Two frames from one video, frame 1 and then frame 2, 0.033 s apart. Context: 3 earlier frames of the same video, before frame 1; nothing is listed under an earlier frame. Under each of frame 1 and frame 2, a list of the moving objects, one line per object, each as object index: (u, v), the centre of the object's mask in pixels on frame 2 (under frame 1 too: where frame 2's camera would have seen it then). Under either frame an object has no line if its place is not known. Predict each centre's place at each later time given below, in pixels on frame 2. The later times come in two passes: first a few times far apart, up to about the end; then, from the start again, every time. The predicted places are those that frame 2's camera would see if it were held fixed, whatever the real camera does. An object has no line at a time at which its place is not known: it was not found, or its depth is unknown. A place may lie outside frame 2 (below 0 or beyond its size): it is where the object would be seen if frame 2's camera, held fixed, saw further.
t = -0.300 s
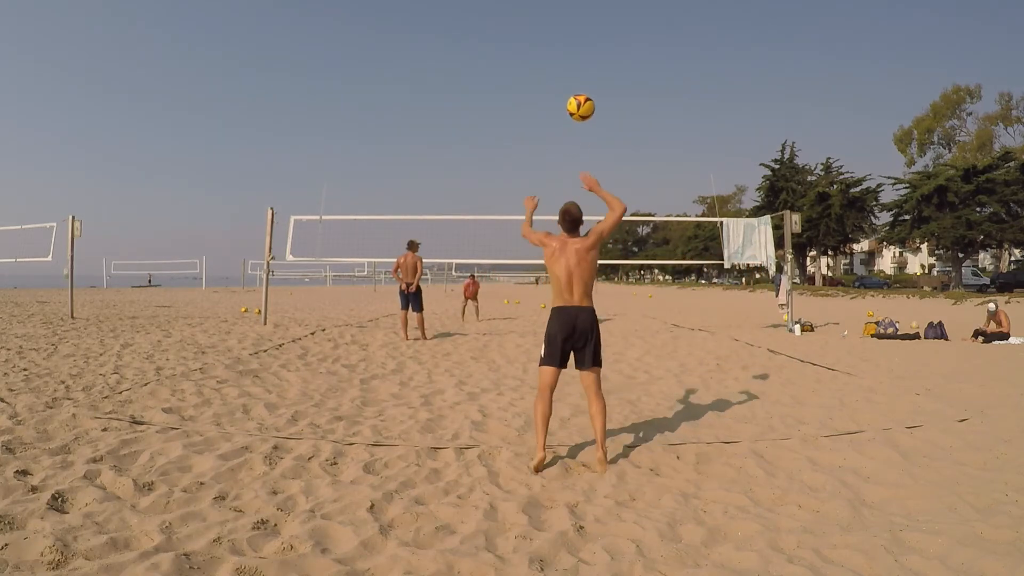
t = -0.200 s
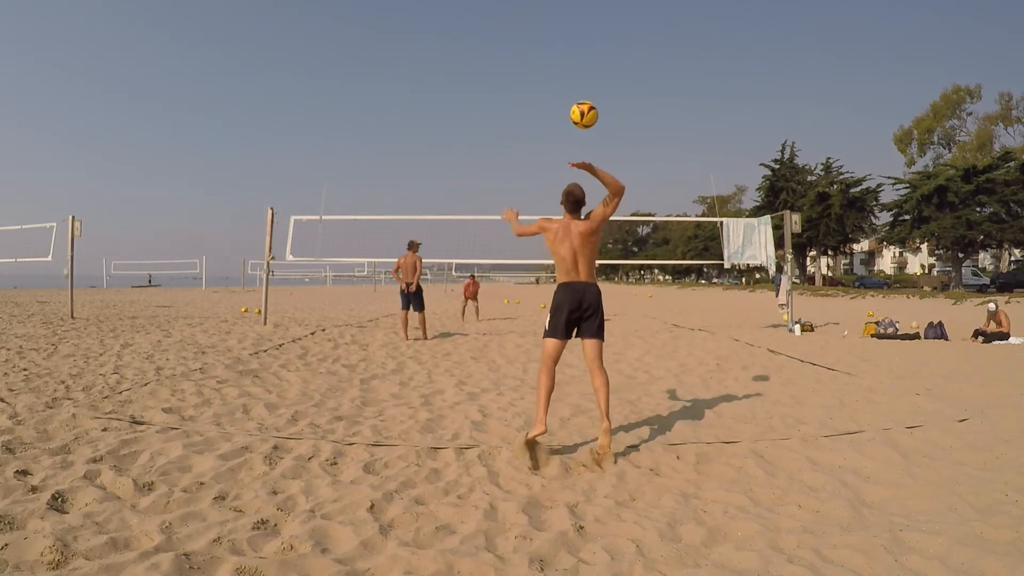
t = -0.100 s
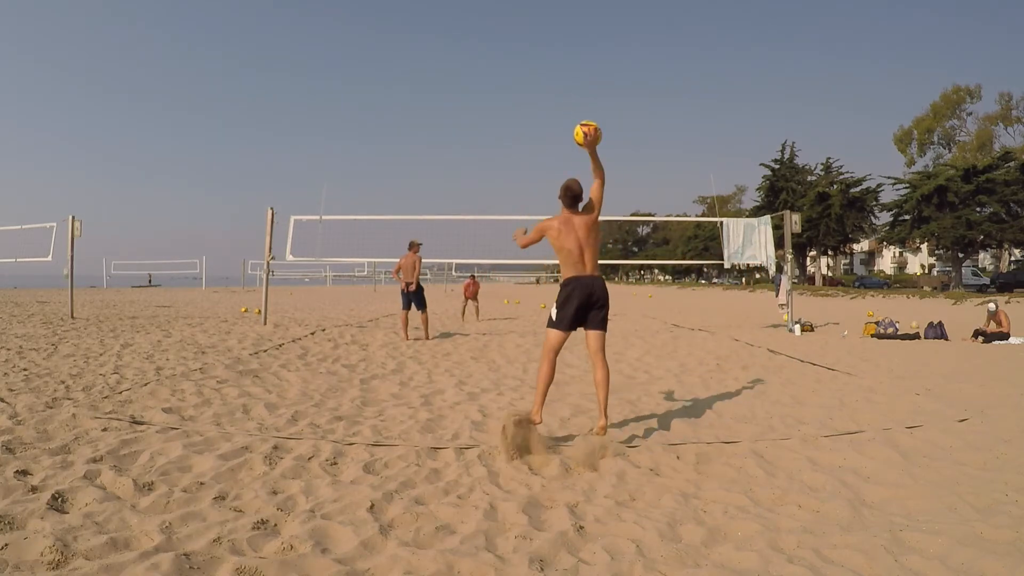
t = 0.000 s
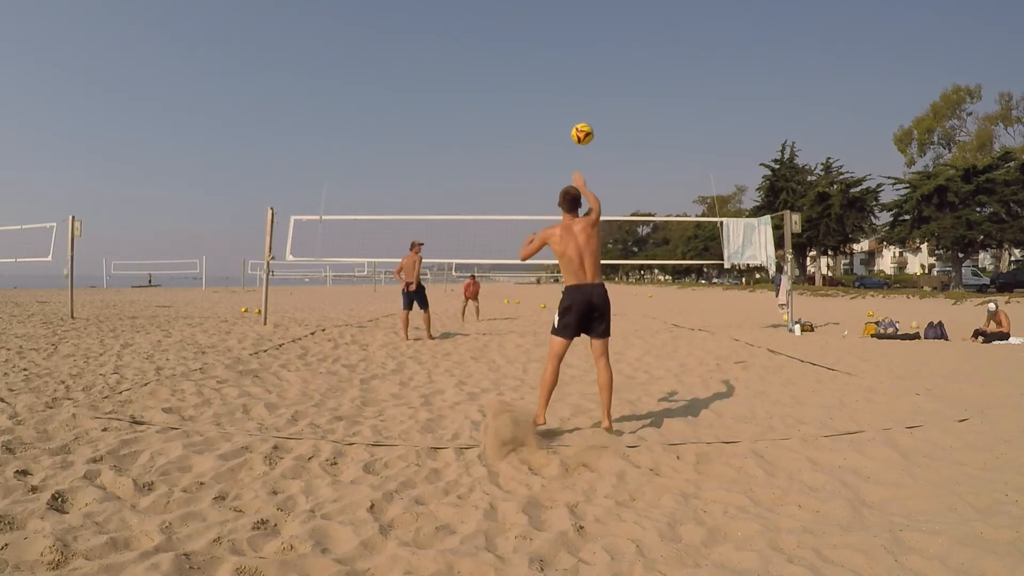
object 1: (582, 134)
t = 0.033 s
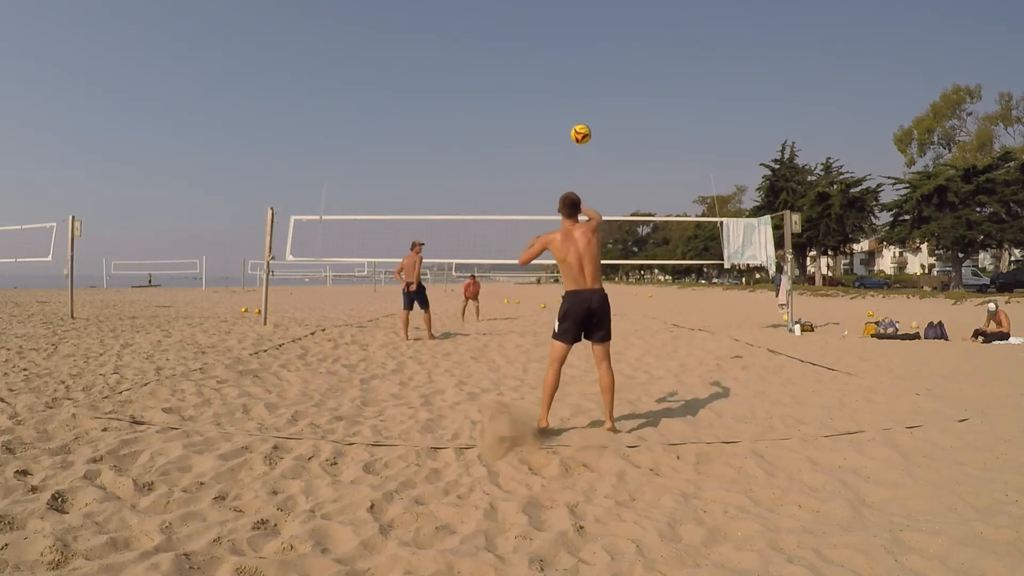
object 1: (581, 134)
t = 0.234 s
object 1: (575, 146)
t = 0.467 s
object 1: (580, 174)
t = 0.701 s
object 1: (588, 208)
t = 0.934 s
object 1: (592, 247)
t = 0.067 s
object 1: (579, 135)
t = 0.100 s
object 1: (578, 136)
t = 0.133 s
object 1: (577, 138)
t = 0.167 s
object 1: (576, 140)
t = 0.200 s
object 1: (575, 143)
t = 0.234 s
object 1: (575, 146)
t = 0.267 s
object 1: (575, 149)
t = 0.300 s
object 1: (575, 153)
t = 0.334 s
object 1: (576, 157)
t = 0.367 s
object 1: (577, 161)
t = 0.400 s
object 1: (578, 165)
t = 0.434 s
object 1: (578, 169)
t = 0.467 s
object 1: (580, 174)
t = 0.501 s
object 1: (581, 178)
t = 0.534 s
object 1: (582, 183)
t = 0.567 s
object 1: (583, 188)
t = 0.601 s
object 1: (584, 193)
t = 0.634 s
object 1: (585, 198)
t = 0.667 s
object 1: (586, 203)
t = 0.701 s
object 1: (588, 208)
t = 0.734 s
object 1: (588, 213)
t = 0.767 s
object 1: (589, 221)
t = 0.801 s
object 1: (590, 225)
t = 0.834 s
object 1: (590, 230)
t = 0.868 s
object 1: (591, 235)
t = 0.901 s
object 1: (591, 241)
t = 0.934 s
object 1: (592, 247)
